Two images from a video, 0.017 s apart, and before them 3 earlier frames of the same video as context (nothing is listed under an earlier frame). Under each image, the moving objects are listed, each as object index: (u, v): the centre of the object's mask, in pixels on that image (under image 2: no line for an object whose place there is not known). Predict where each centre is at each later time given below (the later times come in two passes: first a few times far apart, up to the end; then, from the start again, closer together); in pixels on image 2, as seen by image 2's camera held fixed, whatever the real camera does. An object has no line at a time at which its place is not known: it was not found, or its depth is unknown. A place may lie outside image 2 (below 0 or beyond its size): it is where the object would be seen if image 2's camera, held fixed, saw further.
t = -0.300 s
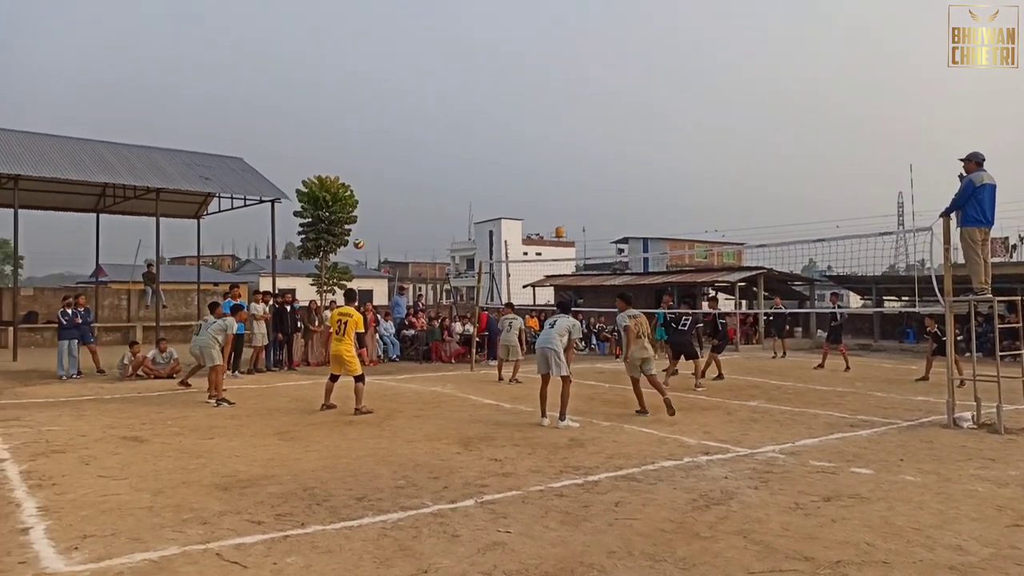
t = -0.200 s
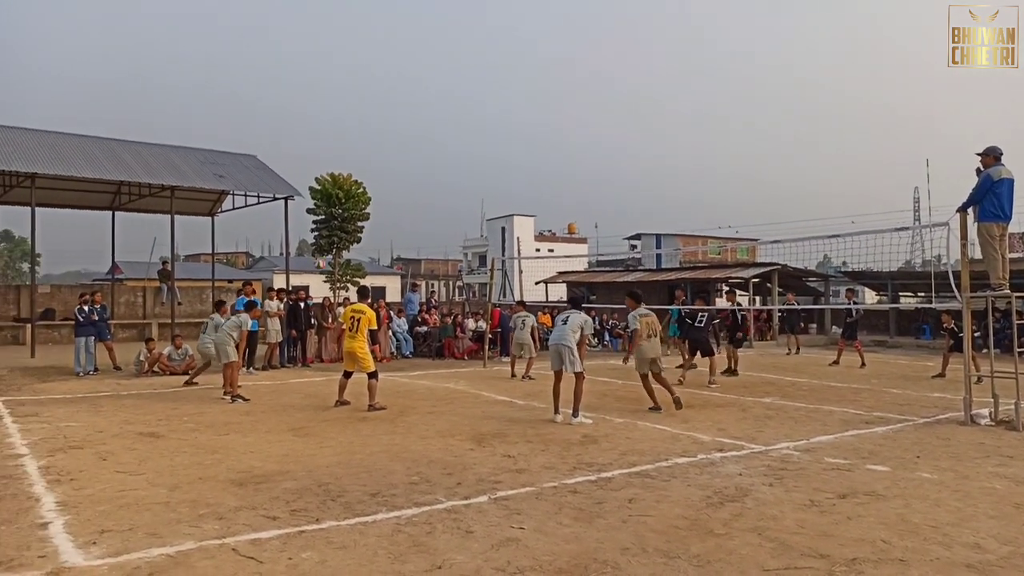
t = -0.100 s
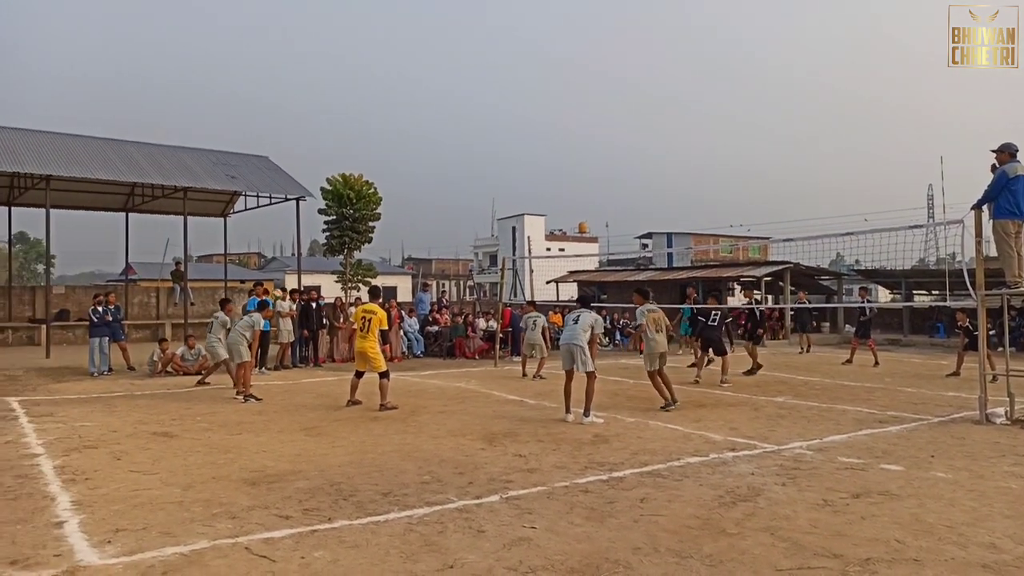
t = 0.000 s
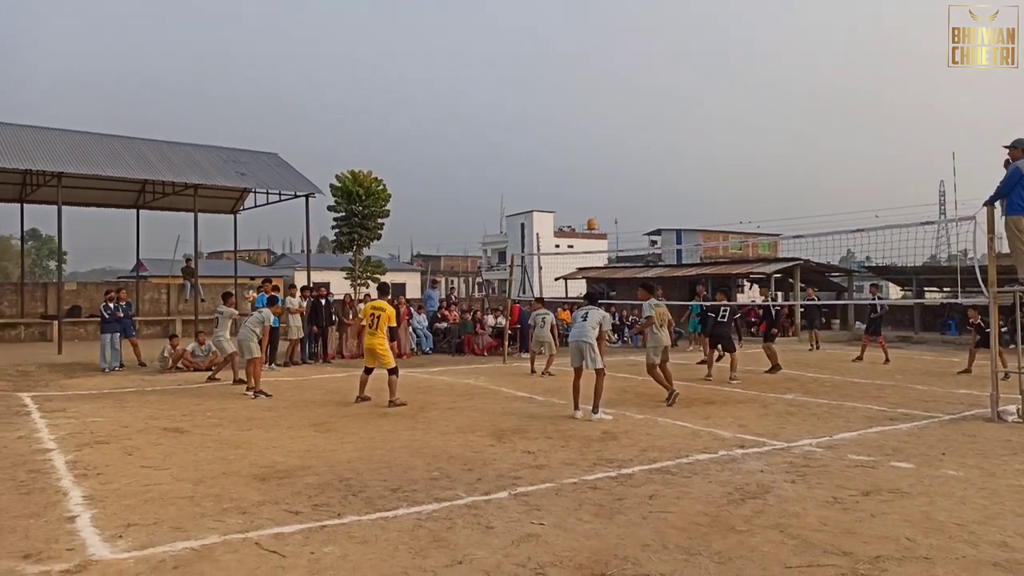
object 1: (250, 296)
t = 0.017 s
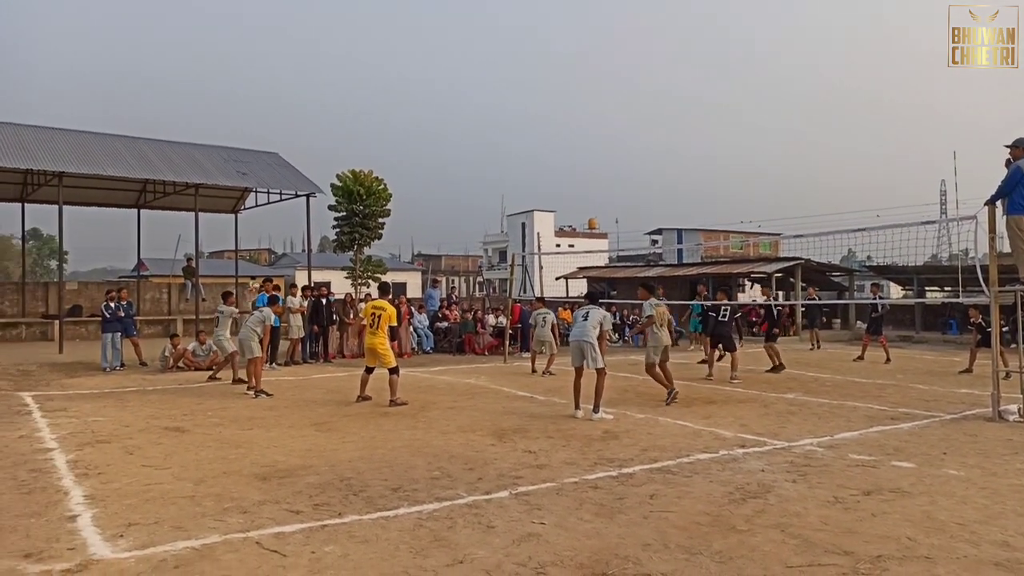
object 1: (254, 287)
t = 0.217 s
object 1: (271, 188)
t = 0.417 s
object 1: (285, 110)
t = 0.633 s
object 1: (301, 50)
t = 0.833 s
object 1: (315, 17)
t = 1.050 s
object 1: (330, 9)
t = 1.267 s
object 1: (344, 25)
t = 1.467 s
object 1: (357, 69)
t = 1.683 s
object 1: (371, 144)
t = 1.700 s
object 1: (372, 151)
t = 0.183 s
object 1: (267, 203)
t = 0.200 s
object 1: (269, 195)
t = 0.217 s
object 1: (271, 188)
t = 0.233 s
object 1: (272, 181)
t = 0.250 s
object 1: (274, 173)
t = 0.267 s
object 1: (274, 166)
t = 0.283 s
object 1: (276, 161)
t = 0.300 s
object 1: (277, 153)
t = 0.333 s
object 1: (279, 141)
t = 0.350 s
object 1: (281, 135)
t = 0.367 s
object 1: (282, 128)
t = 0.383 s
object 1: (283, 122)
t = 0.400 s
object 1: (284, 116)
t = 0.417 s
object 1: (285, 110)
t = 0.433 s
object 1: (287, 104)
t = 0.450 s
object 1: (287, 99)
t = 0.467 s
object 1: (289, 94)
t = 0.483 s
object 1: (291, 89)
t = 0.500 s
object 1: (292, 84)
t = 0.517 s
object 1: (293, 79)
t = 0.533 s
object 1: (294, 75)
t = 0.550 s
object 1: (295, 70)
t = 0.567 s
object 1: (296, 66)
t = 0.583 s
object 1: (298, 62)
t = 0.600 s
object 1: (299, 58)
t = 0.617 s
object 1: (300, 54)
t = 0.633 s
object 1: (301, 50)
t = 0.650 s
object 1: (302, 47)
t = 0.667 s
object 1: (303, 43)
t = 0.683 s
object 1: (305, 40)
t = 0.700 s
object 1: (306, 37)
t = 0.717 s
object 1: (307, 33)
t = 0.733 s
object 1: (308, 31)
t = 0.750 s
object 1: (309, 28)
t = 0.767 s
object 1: (311, 25)
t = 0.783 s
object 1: (312, 23)
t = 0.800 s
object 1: (313, 21)
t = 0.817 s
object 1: (314, 19)
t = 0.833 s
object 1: (315, 17)
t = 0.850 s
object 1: (316, 15)
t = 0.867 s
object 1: (317, 14)
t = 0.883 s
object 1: (318, 13)
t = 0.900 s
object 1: (319, 11)
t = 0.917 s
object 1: (321, 10)
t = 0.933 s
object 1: (322, 9)
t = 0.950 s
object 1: (323, 9)
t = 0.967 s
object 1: (324, 9)
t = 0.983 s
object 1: (326, 9)
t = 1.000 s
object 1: (326, 9)
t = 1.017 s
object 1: (328, 9)
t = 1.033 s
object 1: (329, 9)
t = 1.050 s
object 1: (330, 9)
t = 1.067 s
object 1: (331, 9)
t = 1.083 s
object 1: (332, 10)
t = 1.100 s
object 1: (333, 10)
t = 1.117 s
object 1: (335, 11)
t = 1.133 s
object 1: (335, 11)
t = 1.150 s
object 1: (337, 12)
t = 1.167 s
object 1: (338, 13)
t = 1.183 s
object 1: (339, 14)
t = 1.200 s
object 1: (340, 16)
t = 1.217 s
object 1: (341, 18)
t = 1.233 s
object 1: (342, 21)
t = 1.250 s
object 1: (343, 23)
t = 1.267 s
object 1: (344, 25)
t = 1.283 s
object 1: (345, 28)
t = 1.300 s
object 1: (347, 30)
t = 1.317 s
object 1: (347, 33)
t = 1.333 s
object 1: (348, 37)
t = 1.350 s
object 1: (349, 40)
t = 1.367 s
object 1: (351, 43)
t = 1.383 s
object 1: (352, 47)
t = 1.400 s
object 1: (353, 51)
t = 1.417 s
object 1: (354, 55)
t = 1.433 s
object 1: (355, 60)
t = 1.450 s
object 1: (356, 64)
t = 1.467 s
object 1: (357, 69)
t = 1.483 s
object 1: (358, 73)
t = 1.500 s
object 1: (359, 78)
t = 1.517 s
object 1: (360, 83)
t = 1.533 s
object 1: (361, 88)
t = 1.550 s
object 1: (362, 94)
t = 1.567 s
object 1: (363, 99)
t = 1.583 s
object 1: (364, 105)
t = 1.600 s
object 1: (366, 111)
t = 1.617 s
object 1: (367, 117)
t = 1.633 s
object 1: (368, 124)
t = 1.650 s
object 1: (369, 130)
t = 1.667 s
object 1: (370, 137)
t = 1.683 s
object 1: (371, 144)
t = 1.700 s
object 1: (372, 151)
